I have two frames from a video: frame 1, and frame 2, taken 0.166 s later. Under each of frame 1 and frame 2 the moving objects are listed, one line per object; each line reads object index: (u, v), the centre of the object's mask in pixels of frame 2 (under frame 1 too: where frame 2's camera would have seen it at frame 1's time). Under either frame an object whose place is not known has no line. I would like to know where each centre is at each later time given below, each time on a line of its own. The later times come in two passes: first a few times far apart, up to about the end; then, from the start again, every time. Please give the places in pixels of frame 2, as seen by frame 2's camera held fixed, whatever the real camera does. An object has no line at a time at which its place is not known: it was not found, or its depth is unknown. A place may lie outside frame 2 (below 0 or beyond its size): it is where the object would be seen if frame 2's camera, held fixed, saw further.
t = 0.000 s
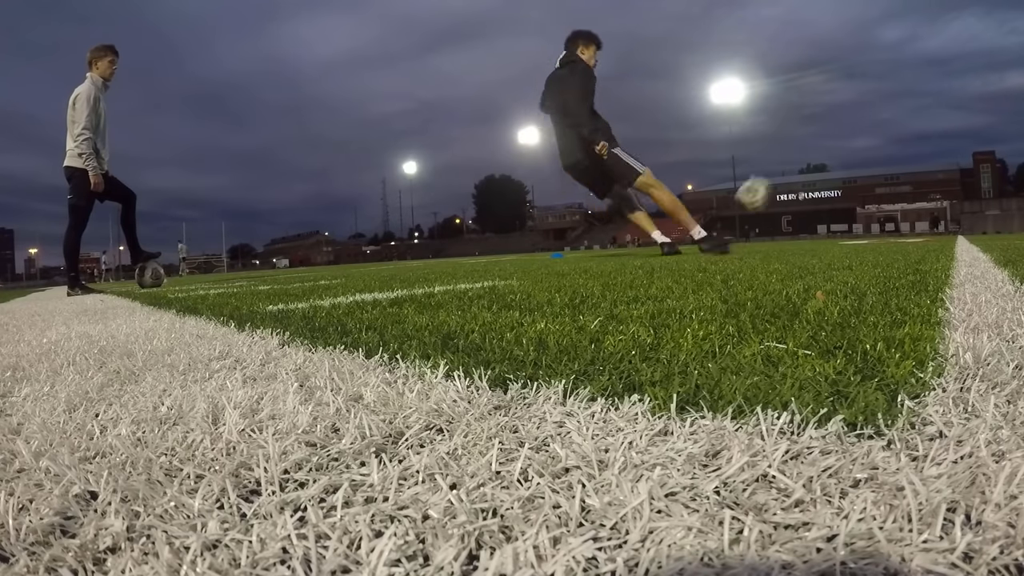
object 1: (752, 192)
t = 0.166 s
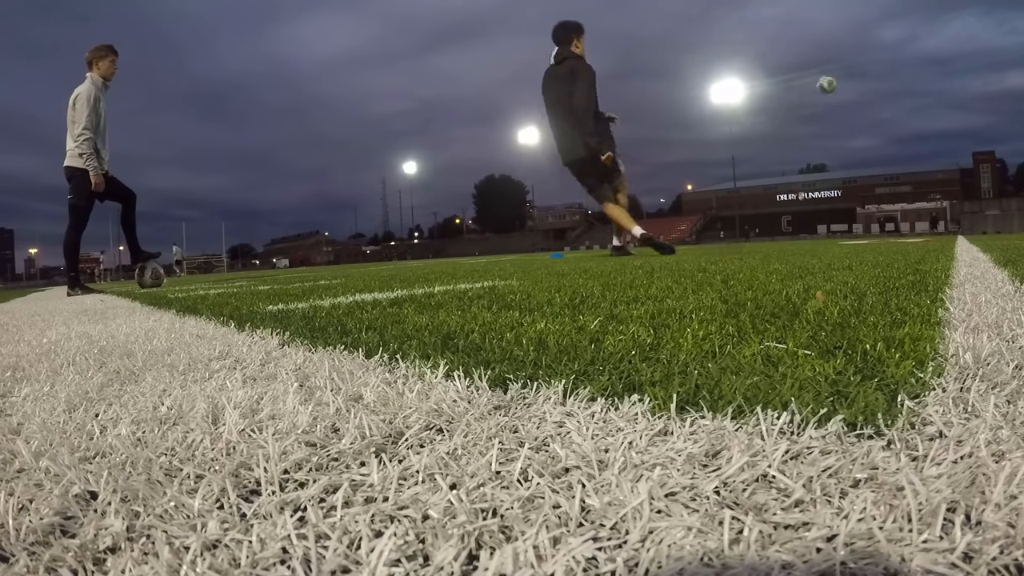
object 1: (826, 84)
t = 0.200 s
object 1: (834, 74)
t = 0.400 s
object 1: (862, 42)
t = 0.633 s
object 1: (882, 35)
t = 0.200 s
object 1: (834, 74)
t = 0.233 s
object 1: (839, 65)
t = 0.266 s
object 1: (845, 59)
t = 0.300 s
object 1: (850, 54)
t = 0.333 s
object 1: (855, 49)
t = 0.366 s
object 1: (858, 45)
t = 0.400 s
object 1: (862, 42)
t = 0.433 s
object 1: (866, 40)
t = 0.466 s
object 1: (869, 38)
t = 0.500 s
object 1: (872, 37)
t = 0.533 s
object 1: (875, 36)
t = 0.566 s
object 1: (877, 35)
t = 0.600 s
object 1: (880, 35)
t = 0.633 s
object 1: (882, 35)
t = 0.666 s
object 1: (885, 35)
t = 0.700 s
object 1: (887, 35)
